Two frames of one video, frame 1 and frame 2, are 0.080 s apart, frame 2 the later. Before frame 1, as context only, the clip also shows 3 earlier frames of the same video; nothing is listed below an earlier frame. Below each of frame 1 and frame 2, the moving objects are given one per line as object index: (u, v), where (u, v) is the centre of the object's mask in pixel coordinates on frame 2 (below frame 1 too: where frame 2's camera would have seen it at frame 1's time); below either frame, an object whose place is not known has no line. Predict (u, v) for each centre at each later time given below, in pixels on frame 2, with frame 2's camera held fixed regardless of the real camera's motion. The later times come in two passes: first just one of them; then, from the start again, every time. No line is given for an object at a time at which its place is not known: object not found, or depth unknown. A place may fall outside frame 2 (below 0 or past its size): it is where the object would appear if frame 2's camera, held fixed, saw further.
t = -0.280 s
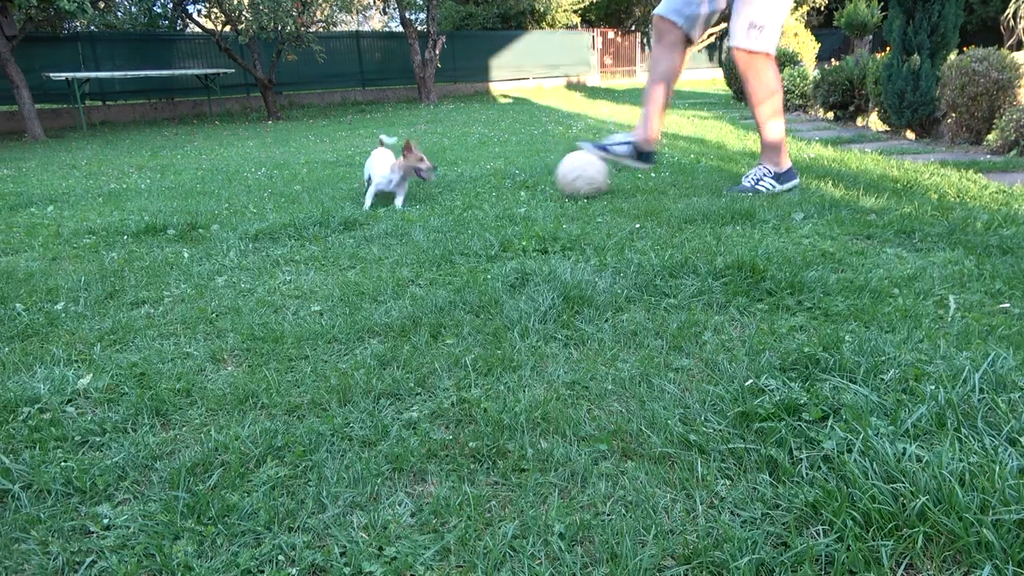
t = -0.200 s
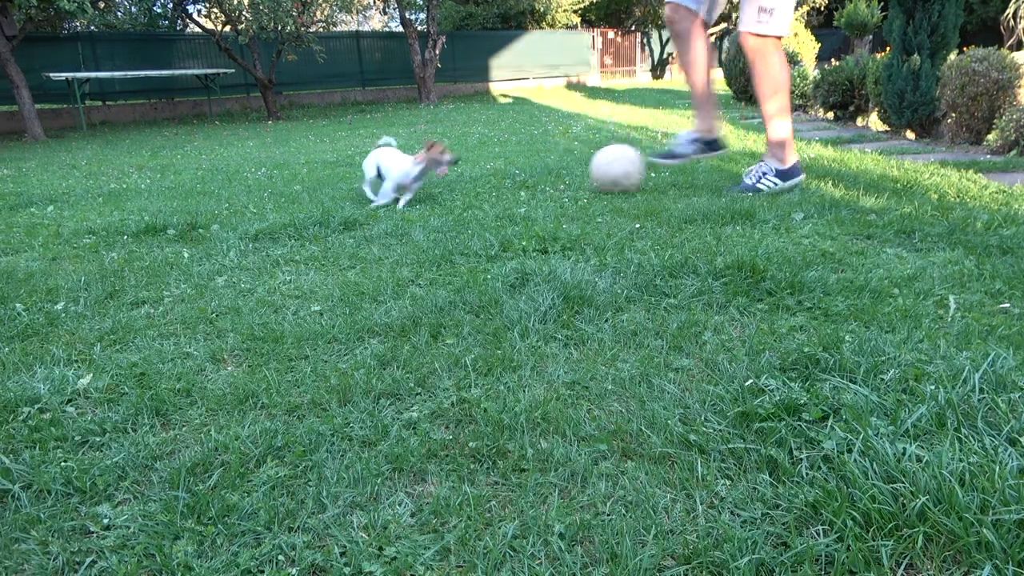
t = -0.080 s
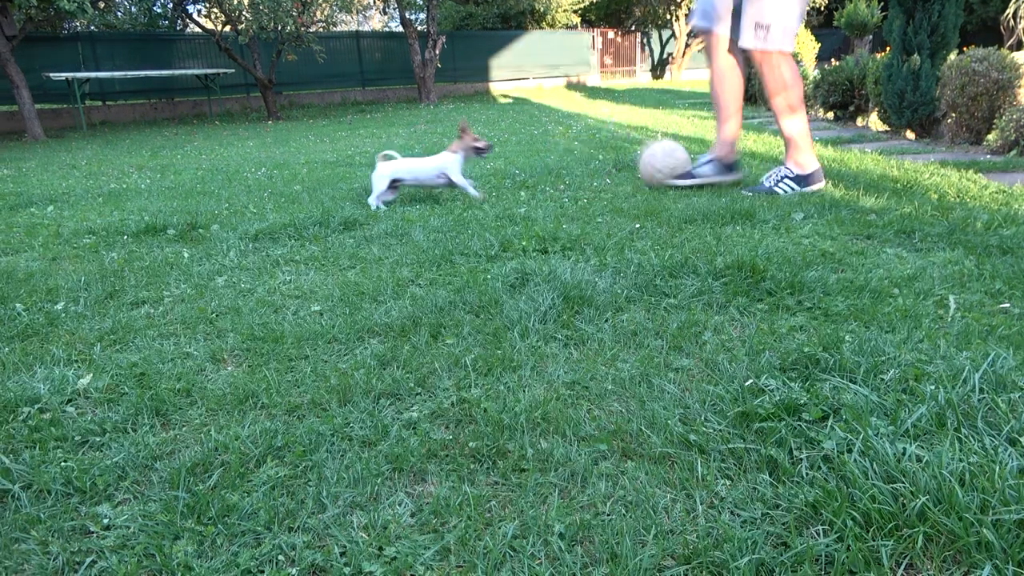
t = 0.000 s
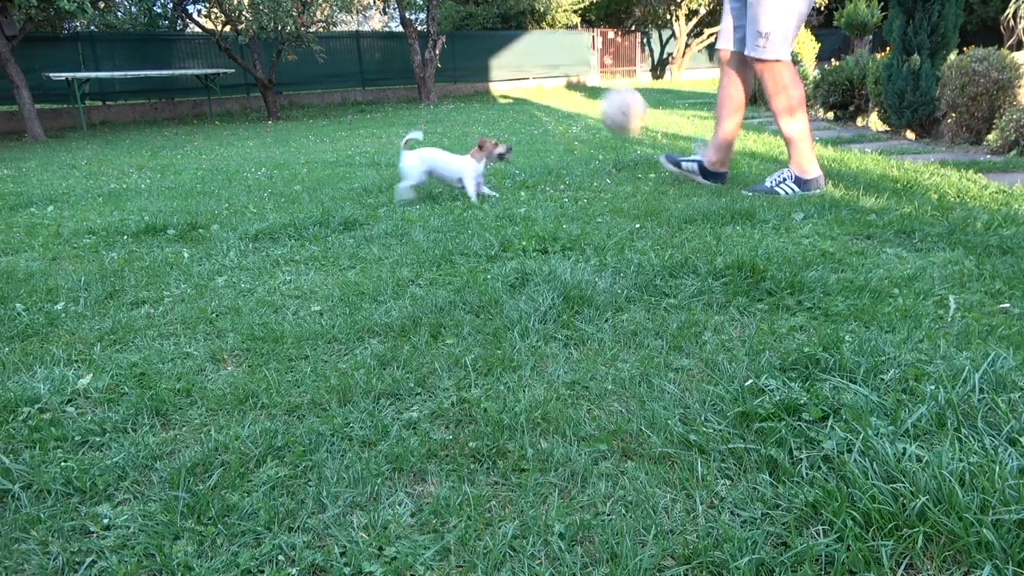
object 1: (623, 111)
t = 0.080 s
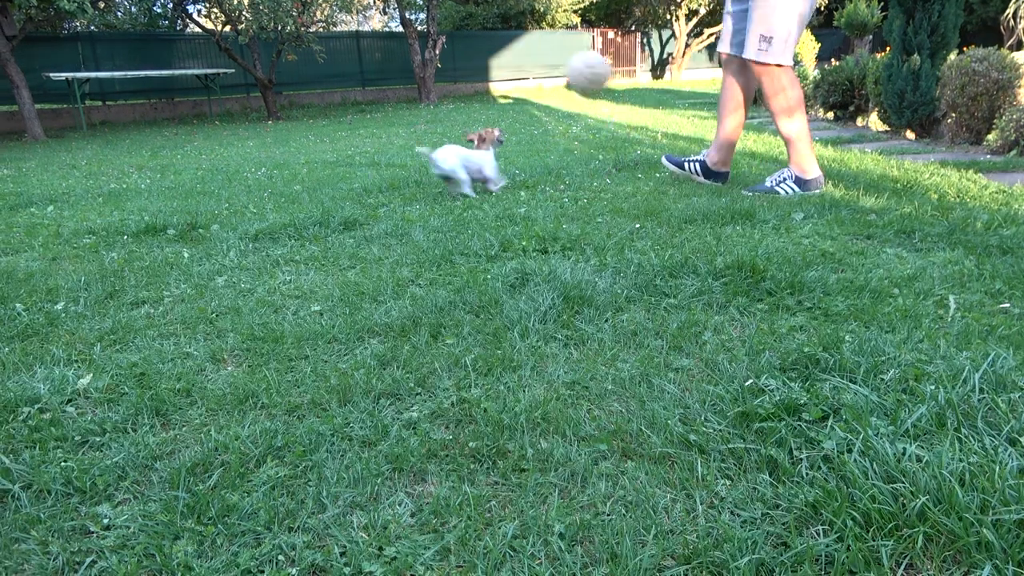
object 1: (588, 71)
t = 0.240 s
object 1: (536, 50)
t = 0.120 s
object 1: (573, 62)
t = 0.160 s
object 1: (560, 55)
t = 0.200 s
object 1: (548, 51)
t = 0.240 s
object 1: (536, 50)
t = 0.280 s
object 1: (526, 52)
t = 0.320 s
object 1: (516, 57)
